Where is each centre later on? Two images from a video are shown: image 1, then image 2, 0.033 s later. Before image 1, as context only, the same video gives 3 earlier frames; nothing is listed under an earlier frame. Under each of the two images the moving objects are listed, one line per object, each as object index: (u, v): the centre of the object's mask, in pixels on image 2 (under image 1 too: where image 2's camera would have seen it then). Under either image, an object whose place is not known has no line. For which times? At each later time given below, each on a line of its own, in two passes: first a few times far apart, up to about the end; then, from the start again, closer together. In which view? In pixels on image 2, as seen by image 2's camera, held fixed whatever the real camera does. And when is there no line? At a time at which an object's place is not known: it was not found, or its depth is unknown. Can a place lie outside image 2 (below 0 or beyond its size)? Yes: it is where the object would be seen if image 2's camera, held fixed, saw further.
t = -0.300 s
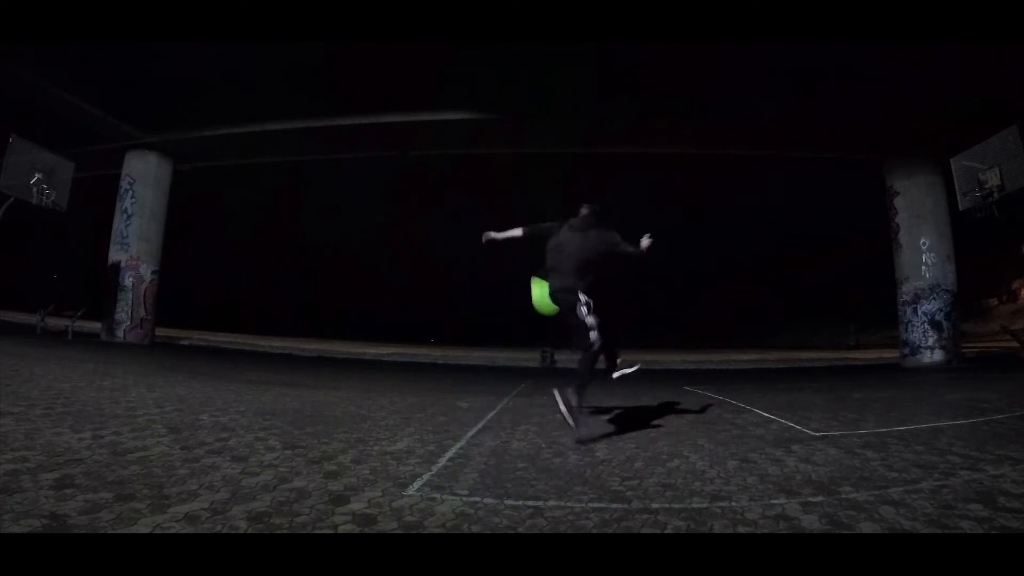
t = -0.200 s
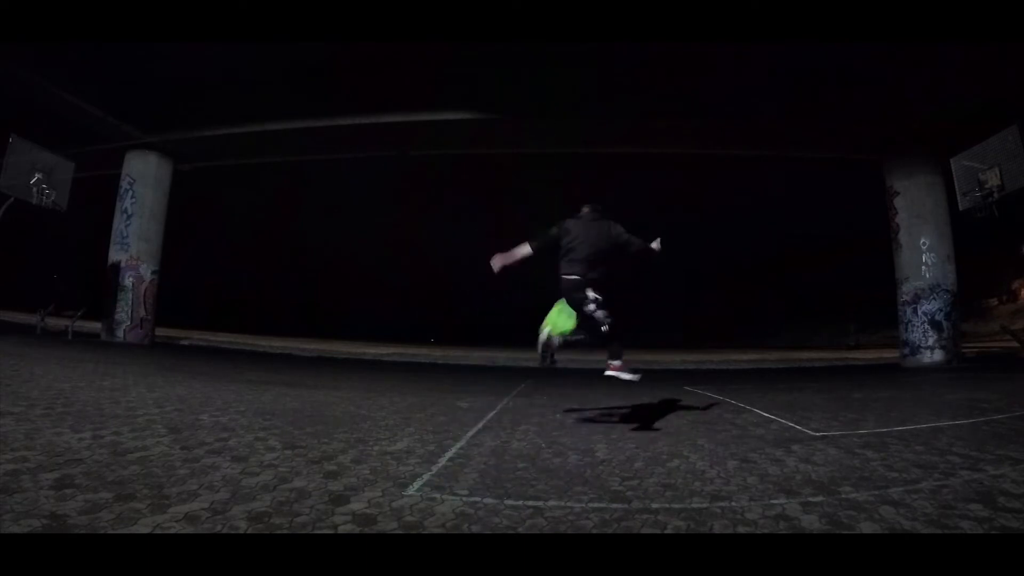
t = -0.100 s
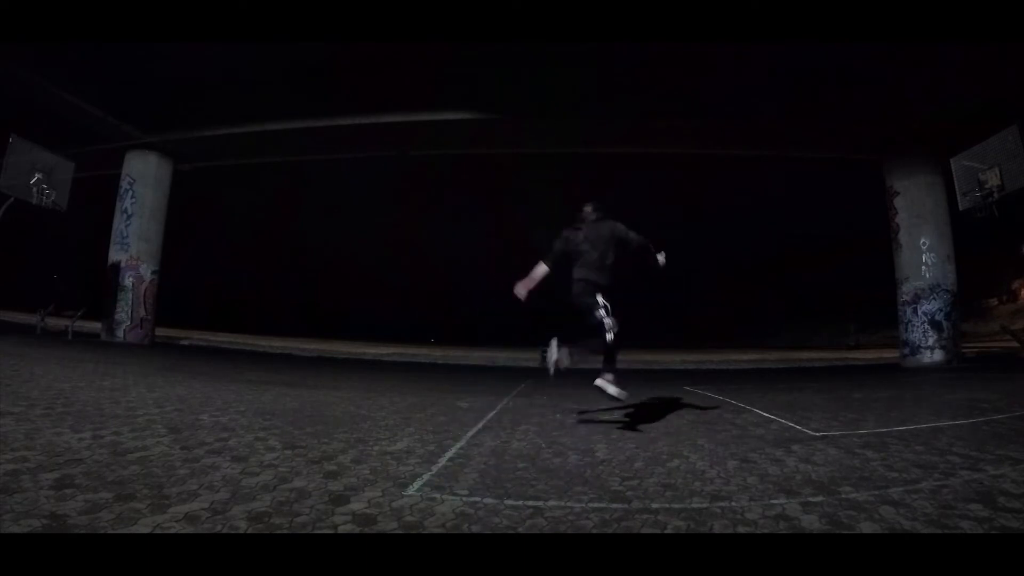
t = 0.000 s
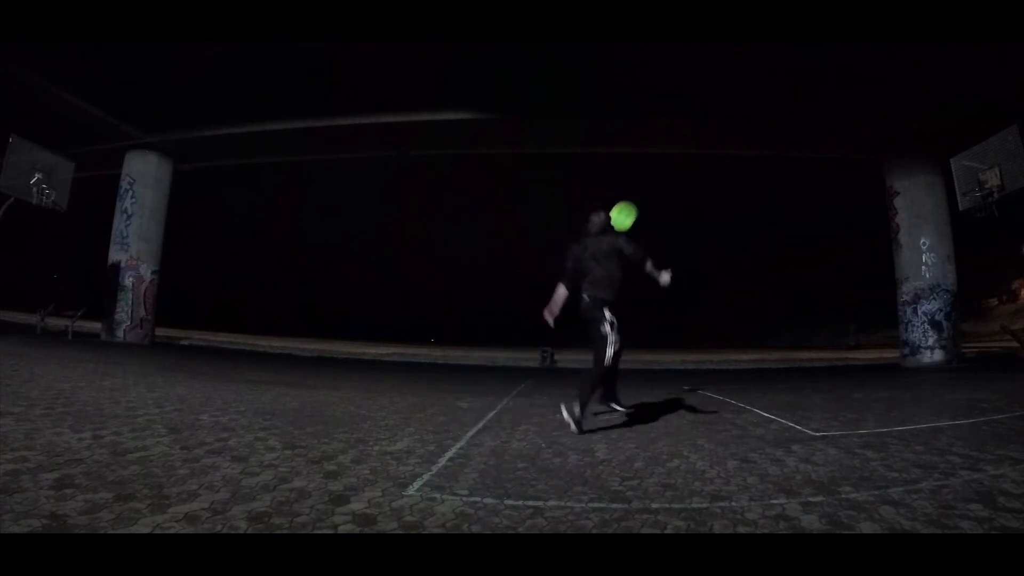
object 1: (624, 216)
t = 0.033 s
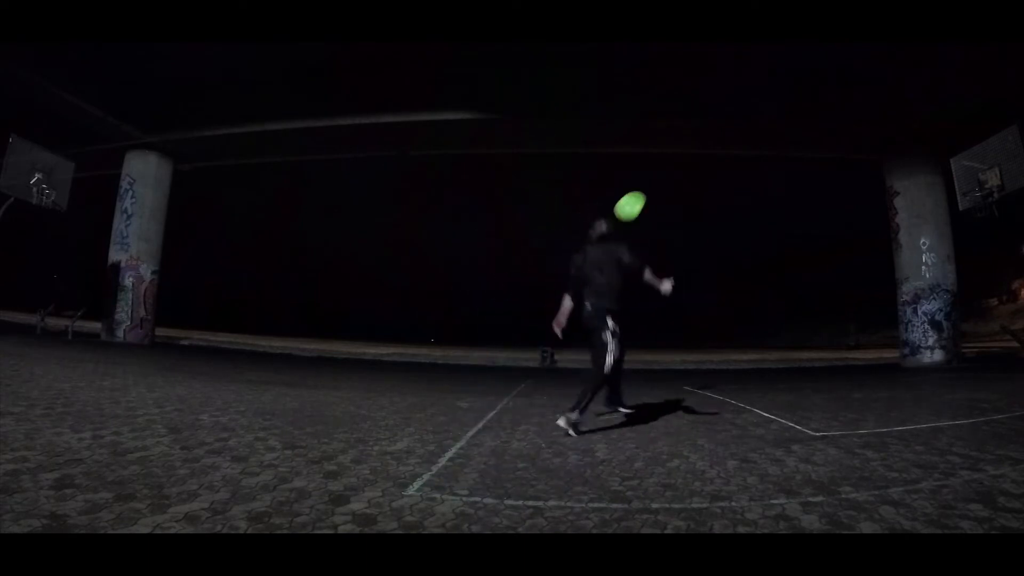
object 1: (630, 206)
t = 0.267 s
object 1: (678, 154)
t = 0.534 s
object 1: (726, 139)
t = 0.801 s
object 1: (774, 161)
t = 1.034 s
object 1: (823, 207)
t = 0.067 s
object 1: (637, 196)
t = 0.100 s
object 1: (645, 185)
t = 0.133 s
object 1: (652, 178)
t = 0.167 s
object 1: (659, 171)
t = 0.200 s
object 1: (665, 164)
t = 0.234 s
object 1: (672, 158)
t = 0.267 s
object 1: (678, 154)
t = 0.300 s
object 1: (684, 150)
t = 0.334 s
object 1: (691, 145)
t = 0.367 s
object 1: (696, 143)
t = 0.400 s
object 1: (702, 142)
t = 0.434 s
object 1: (708, 140)
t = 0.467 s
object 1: (714, 139)
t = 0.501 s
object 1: (720, 139)
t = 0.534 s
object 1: (726, 139)
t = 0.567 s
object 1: (732, 140)
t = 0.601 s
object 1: (738, 141)
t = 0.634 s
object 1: (744, 144)
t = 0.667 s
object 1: (750, 146)
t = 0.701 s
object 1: (756, 149)
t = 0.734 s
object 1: (762, 153)
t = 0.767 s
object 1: (768, 157)
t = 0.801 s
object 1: (774, 161)
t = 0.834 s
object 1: (781, 166)
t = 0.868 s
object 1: (788, 172)
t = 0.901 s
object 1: (794, 178)
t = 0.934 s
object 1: (801, 184)
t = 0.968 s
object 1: (808, 191)
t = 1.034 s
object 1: (823, 207)
